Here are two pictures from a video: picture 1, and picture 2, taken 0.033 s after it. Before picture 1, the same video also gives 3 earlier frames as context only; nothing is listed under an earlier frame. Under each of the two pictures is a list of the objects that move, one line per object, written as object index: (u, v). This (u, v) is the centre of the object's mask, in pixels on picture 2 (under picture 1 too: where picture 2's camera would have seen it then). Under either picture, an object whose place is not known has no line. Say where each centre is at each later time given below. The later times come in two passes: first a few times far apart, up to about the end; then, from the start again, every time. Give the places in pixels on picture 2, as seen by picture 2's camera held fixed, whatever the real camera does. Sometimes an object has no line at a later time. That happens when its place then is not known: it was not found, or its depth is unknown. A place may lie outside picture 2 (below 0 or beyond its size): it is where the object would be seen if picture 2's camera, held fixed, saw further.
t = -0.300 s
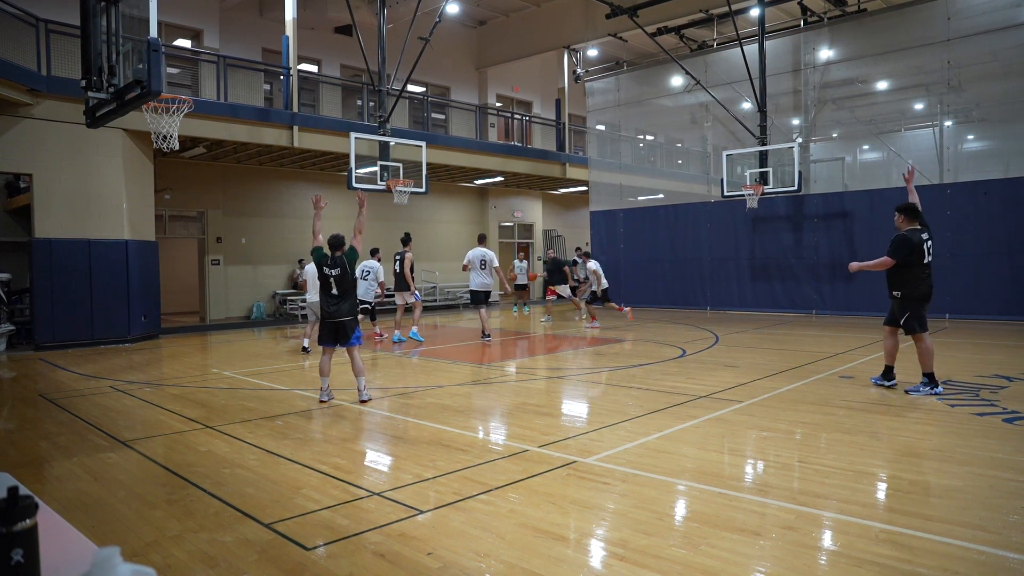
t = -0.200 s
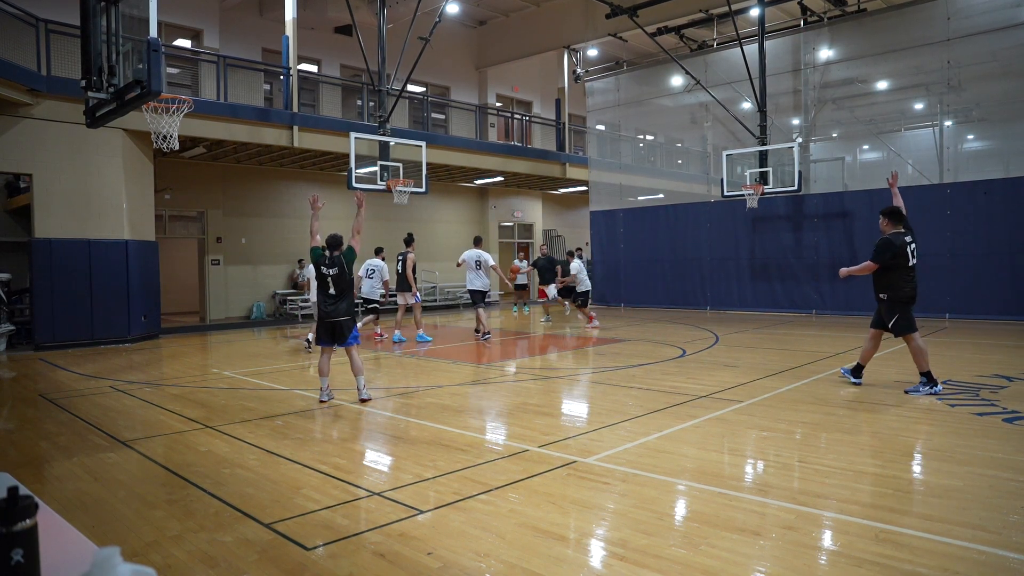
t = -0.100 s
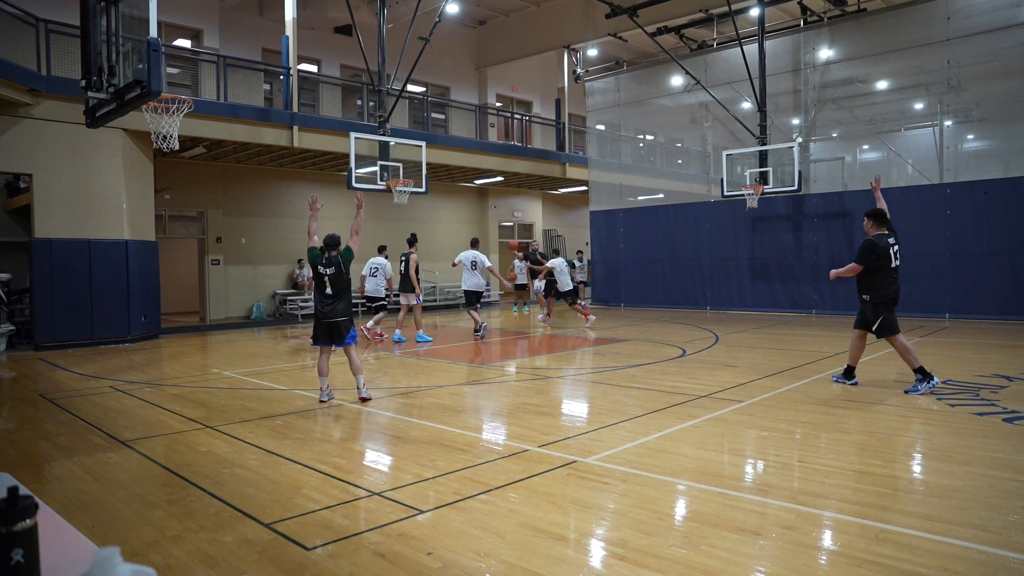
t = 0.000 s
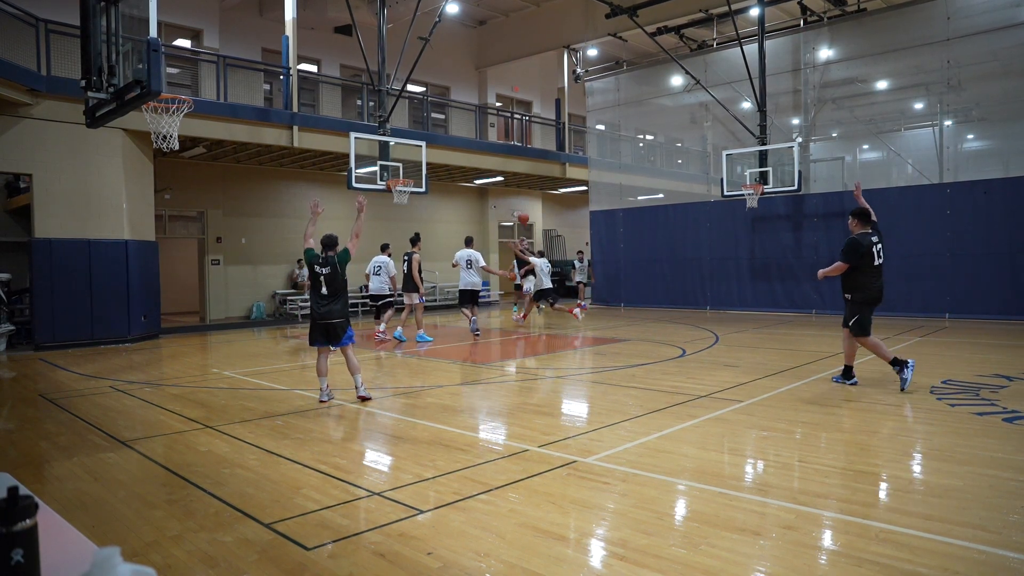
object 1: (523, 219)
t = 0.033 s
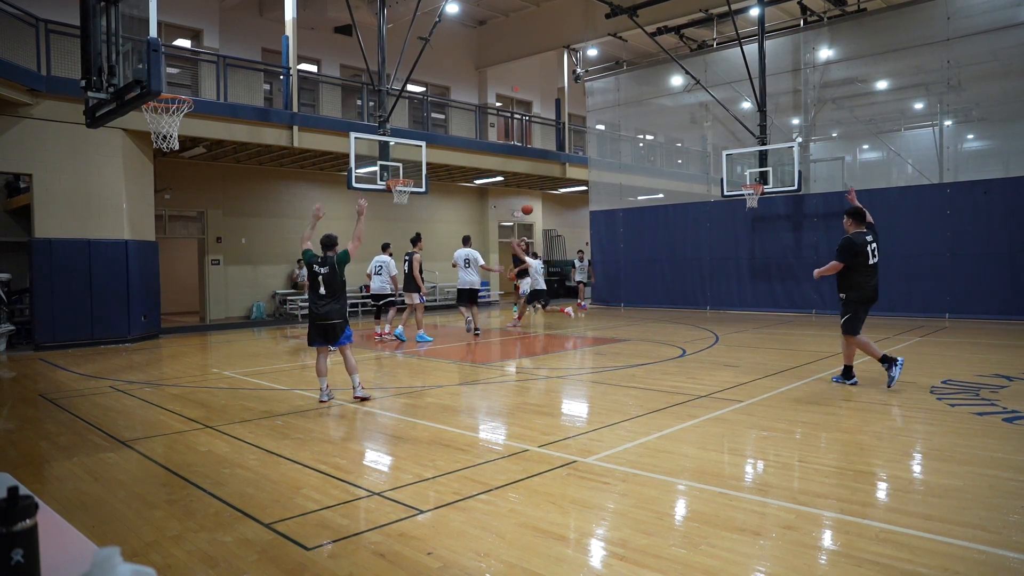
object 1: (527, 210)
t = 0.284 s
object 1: (558, 152)
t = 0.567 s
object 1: (605, 115)
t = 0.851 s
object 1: (675, 123)
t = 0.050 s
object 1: (529, 205)
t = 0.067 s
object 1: (531, 201)
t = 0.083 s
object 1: (532, 197)
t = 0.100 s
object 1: (535, 193)
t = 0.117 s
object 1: (537, 188)
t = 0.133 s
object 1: (539, 184)
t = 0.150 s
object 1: (541, 181)
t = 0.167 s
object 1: (542, 177)
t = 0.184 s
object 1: (545, 173)
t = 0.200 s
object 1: (547, 170)
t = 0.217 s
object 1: (549, 166)
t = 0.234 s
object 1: (551, 163)
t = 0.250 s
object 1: (553, 159)
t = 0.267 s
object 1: (556, 156)
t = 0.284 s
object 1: (558, 152)
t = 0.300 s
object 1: (560, 150)
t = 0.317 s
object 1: (562, 147)
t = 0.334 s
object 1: (565, 144)
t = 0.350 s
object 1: (567, 141)
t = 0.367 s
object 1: (570, 138)
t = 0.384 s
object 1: (573, 136)
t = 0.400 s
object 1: (576, 133)
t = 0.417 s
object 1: (578, 131)
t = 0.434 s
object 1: (581, 129)
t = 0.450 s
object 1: (584, 126)
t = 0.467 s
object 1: (586, 125)
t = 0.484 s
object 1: (590, 122)
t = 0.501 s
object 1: (592, 120)
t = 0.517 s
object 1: (596, 119)
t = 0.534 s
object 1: (599, 117)
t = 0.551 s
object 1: (602, 116)
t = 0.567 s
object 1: (605, 115)
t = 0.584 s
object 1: (608, 114)
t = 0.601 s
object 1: (612, 113)
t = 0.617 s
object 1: (615, 112)
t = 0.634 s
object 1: (619, 111)
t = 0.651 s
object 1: (622, 111)
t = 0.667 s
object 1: (626, 111)
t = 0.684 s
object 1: (630, 111)
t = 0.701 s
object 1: (634, 111)
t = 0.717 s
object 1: (638, 112)
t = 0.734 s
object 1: (642, 112)
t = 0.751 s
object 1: (646, 113)
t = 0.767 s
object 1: (651, 114)
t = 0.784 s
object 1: (656, 115)
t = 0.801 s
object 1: (660, 117)
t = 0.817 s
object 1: (665, 119)
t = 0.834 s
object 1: (670, 121)
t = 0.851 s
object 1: (675, 123)
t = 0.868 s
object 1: (680, 126)
